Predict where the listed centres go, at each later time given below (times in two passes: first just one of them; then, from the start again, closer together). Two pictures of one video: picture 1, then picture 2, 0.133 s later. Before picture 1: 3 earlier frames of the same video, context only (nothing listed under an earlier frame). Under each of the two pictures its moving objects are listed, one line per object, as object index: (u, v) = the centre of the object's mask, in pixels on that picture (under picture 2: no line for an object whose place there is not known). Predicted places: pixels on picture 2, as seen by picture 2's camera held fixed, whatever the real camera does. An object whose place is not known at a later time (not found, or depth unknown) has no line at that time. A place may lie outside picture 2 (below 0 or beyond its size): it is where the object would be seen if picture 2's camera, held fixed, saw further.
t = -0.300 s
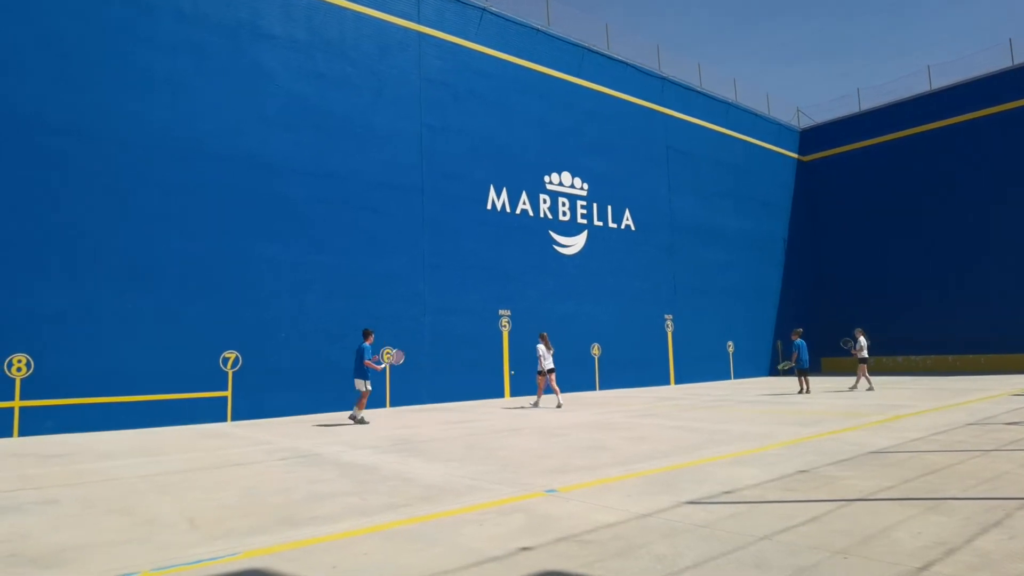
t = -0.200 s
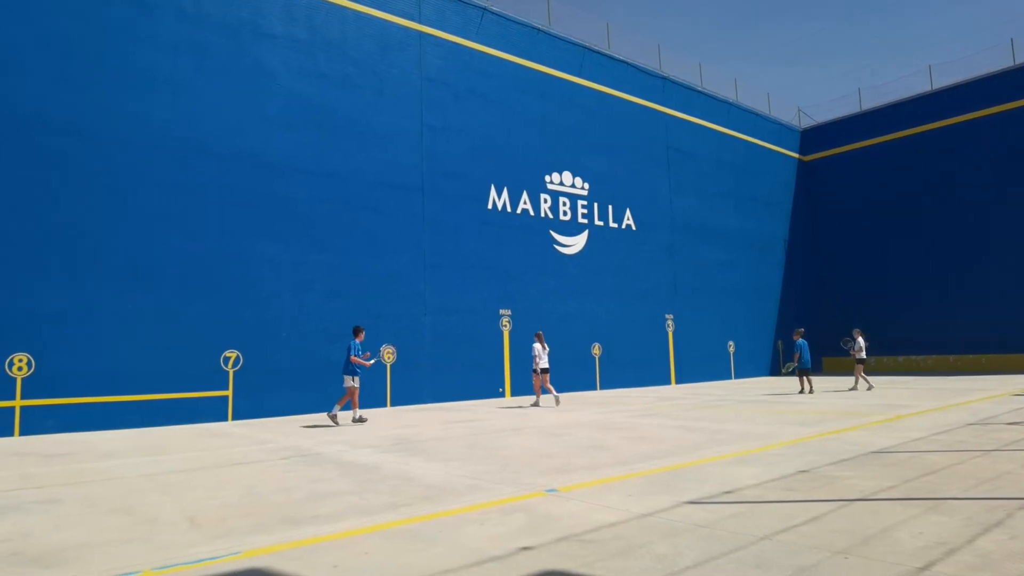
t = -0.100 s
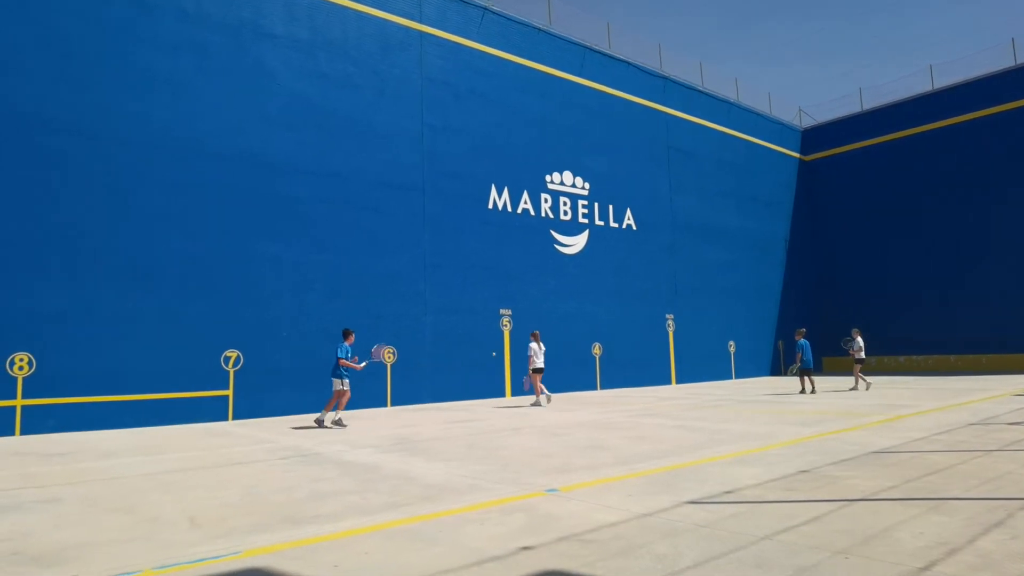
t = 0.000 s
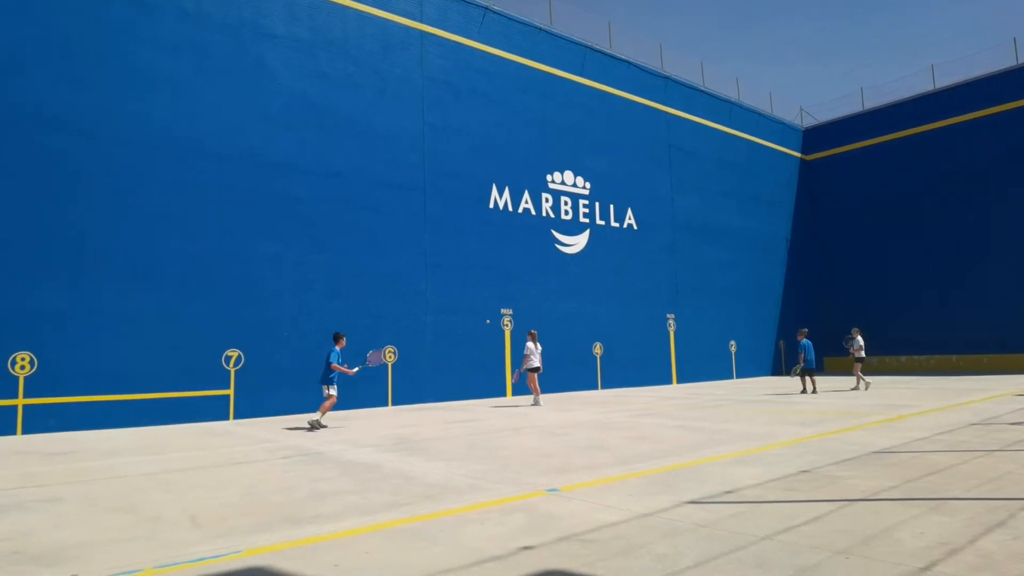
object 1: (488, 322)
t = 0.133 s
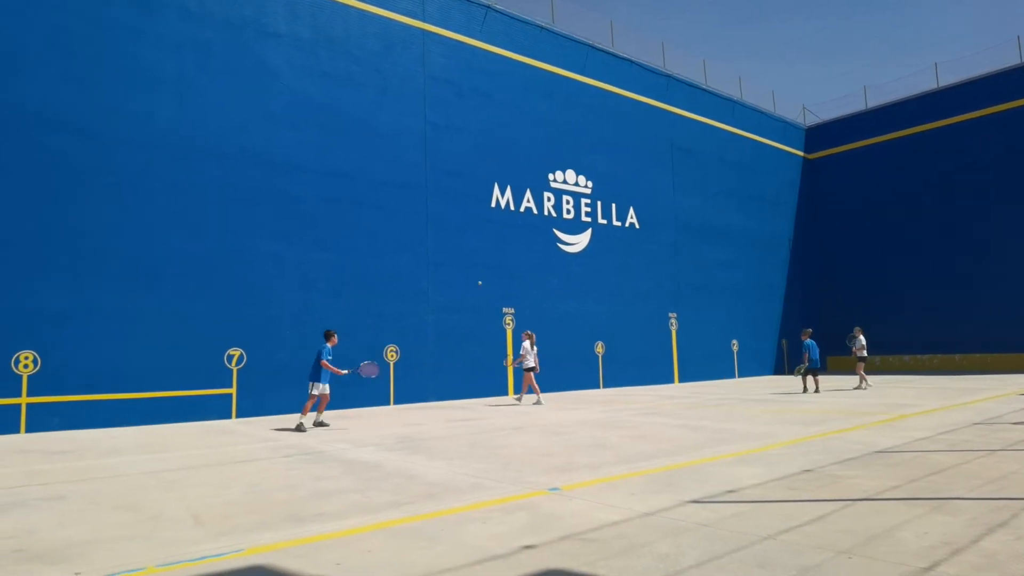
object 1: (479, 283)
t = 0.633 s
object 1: (439, 202)
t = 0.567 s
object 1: (445, 207)
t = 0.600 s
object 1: (442, 204)
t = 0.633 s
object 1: (439, 202)
